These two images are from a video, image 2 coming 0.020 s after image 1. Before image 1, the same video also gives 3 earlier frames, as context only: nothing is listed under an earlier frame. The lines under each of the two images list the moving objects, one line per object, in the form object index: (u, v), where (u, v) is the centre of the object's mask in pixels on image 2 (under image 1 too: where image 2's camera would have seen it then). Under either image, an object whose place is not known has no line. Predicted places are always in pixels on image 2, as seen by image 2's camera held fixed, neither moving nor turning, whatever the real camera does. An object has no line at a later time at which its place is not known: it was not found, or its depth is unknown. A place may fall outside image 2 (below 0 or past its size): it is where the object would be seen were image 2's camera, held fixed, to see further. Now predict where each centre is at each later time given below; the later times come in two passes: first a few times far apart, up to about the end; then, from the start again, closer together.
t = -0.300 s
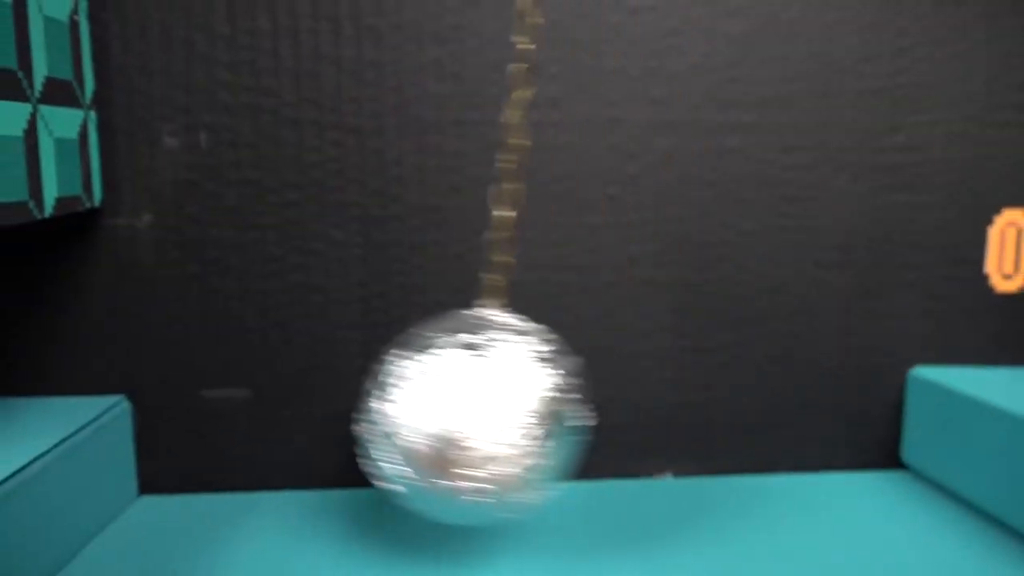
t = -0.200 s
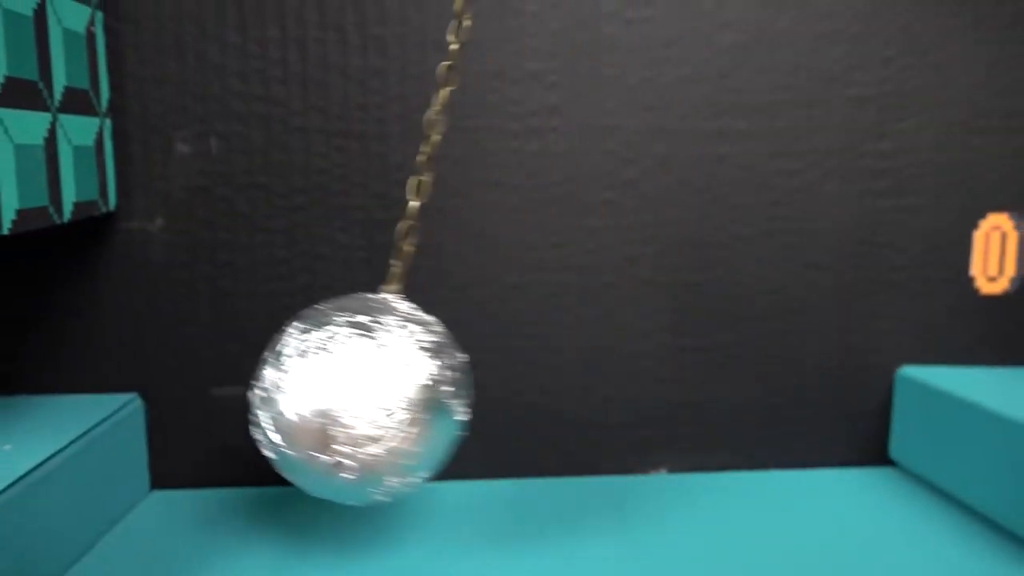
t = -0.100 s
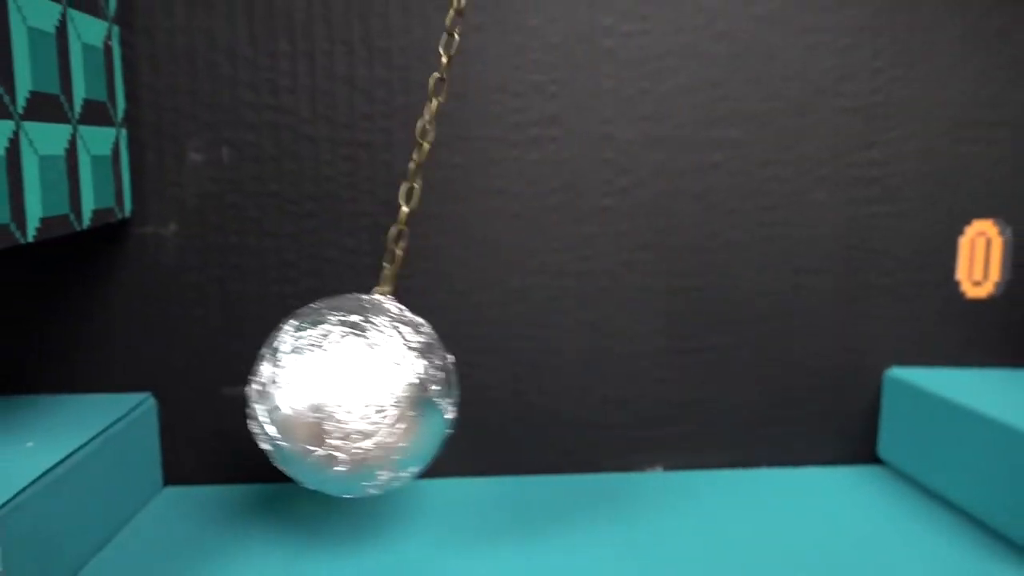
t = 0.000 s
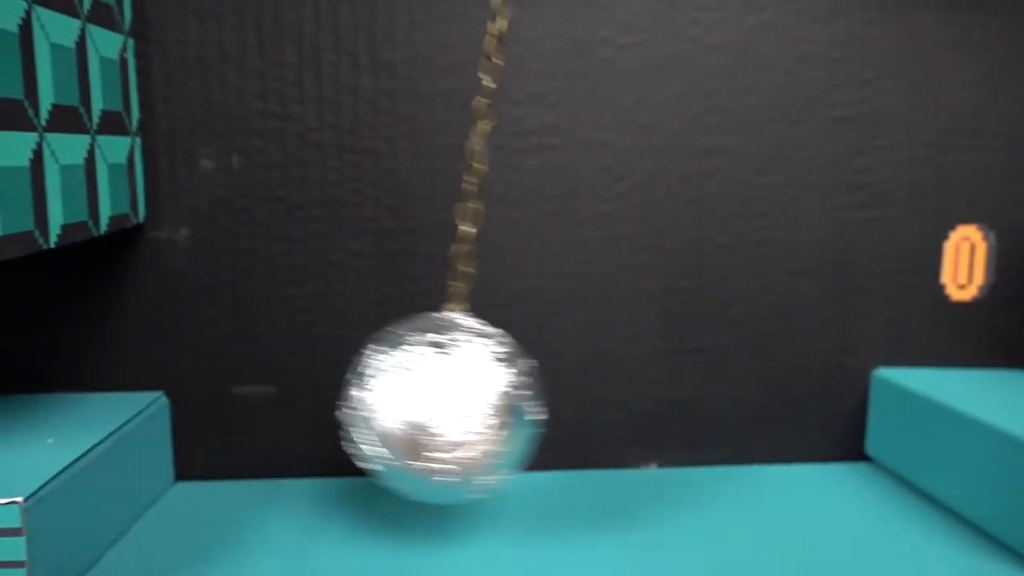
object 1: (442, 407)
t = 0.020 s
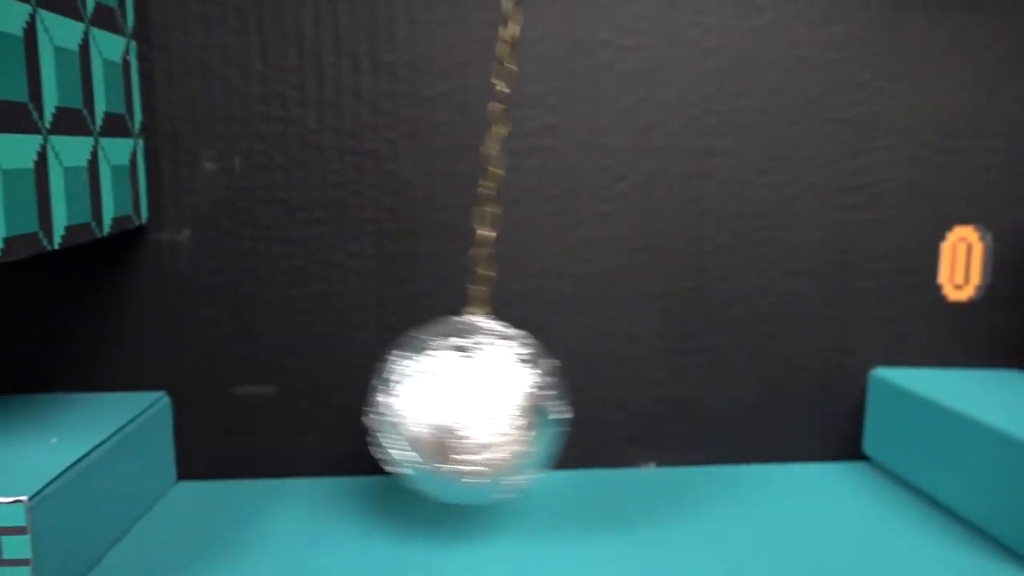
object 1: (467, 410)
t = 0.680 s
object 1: (392, 401)
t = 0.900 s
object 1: (445, 407)
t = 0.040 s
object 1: (494, 411)
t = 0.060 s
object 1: (522, 413)
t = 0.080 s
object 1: (550, 413)
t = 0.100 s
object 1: (579, 412)
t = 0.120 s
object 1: (607, 409)
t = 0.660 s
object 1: (410, 404)
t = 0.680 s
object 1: (392, 401)
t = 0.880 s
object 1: (421, 404)
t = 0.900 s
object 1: (445, 407)
